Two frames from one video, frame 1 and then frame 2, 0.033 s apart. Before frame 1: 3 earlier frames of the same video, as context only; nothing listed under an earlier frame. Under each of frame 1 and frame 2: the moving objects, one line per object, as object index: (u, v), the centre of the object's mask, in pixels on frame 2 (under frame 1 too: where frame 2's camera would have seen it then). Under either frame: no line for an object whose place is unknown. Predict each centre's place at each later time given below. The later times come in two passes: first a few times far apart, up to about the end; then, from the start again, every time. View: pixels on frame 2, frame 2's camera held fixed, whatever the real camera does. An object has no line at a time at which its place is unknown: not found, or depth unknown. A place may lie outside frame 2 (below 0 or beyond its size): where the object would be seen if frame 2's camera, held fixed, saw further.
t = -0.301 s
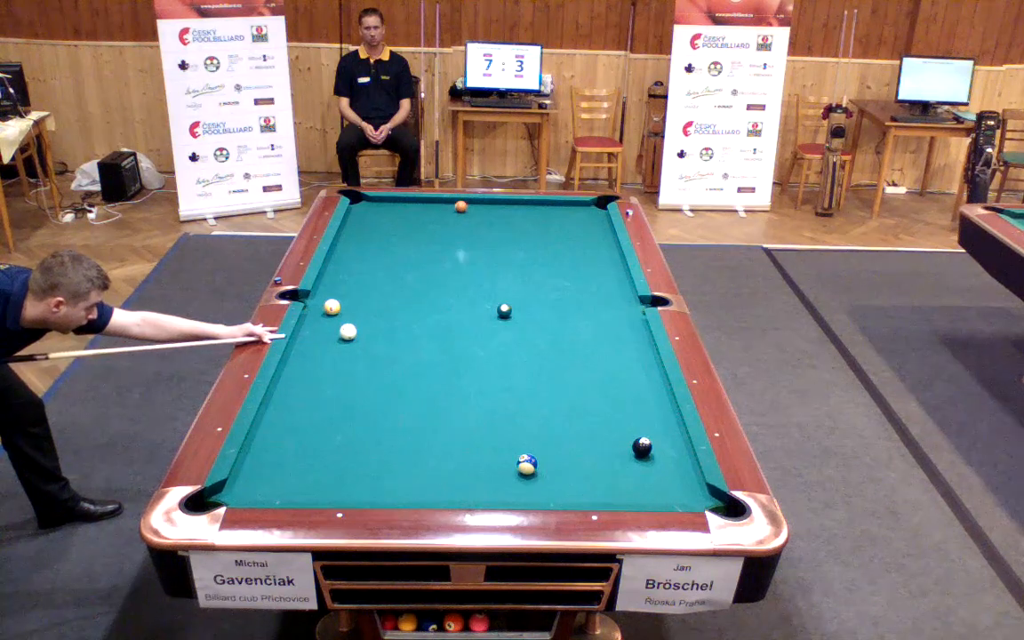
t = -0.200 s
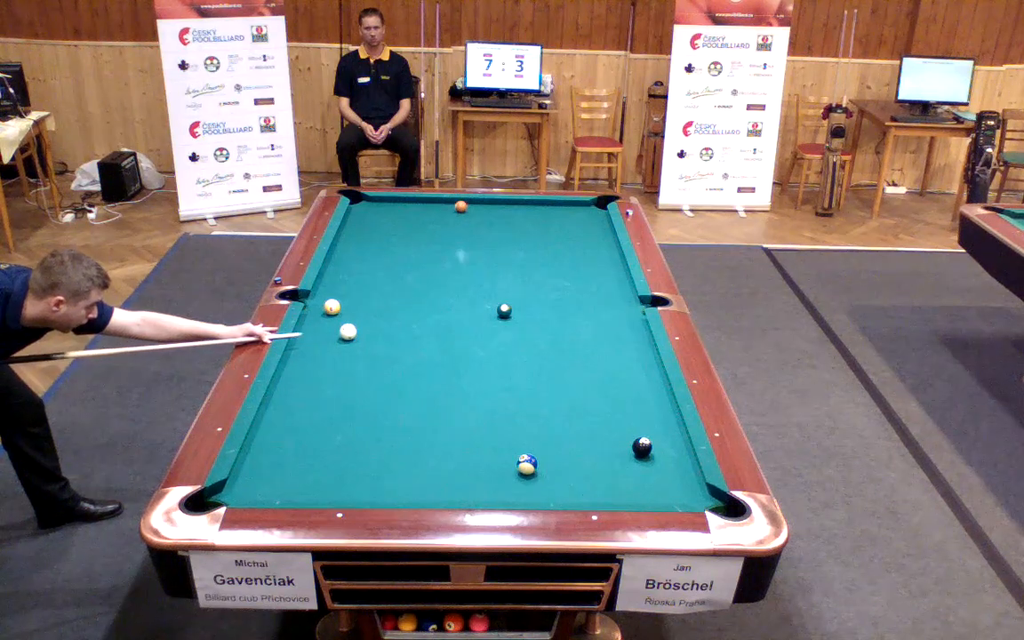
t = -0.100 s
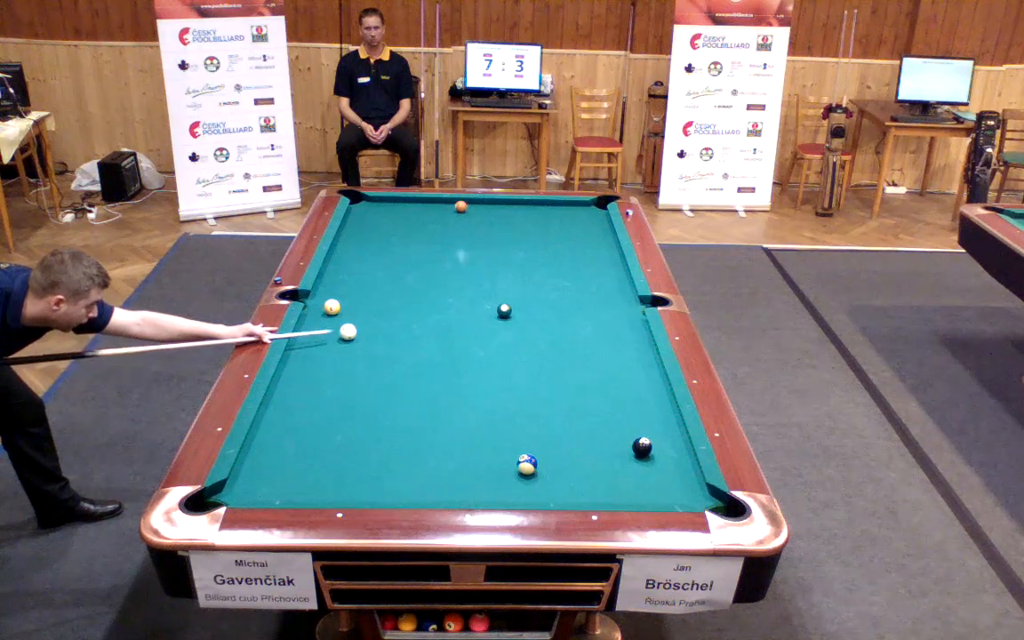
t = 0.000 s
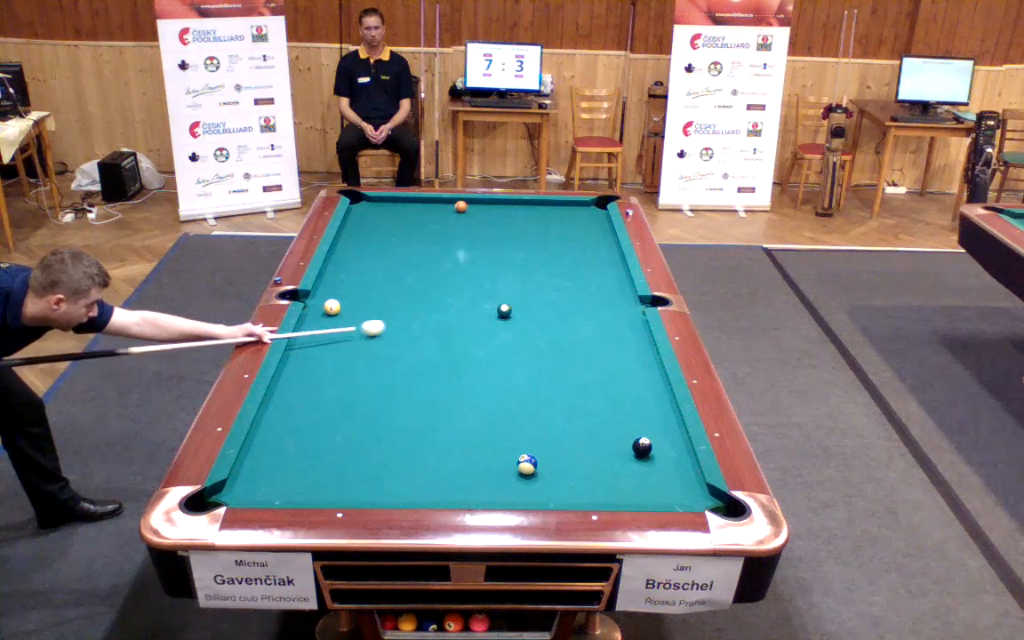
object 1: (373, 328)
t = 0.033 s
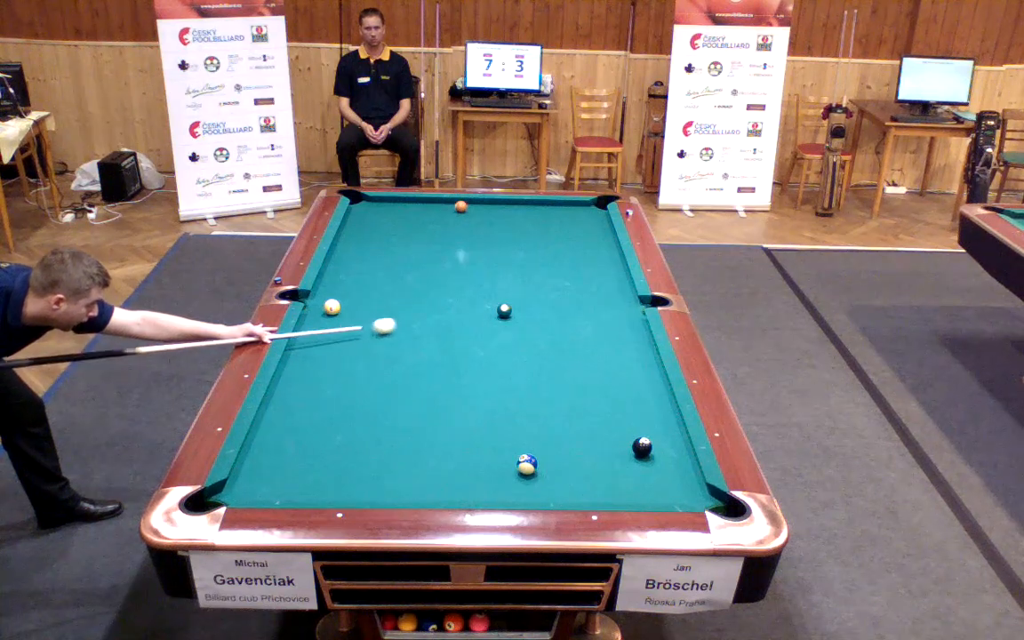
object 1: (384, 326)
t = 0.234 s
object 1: (447, 317)
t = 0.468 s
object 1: (491, 307)
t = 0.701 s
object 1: (505, 300)
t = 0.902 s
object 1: (517, 294)
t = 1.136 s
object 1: (530, 287)
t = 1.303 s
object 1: (539, 283)
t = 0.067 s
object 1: (395, 324)
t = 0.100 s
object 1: (406, 323)
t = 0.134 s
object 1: (416, 321)
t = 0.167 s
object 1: (427, 319)
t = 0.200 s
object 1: (437, 318)
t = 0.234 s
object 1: (447, 317)
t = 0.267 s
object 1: (457, 315)
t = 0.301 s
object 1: (467, 313)
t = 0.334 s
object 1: (477, 312)
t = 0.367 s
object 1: (486, 310)
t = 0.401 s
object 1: (489, 309)
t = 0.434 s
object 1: (490, 308)
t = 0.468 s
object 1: (491, 307)
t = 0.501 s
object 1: (492, 306)
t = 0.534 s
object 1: (495, 305)
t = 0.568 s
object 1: (497, 304)
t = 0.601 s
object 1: (499, 303)
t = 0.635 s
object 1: (501, 301)
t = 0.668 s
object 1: (503, 301)
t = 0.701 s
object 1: (505, 300)
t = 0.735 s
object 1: (507, 299)
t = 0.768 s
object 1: (509, 297)
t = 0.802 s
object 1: (511, 296)
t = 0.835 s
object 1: (513, 295)
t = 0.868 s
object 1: (515, 294)
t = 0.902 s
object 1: (517, 294)
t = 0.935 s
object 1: (519, 293)
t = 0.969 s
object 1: (521, 292)
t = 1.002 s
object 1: (523, 291)
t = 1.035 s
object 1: (524, 290)
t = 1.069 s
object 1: (526, 289)
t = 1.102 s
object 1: (528, 288)
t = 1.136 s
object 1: (530, 287)
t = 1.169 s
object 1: (532, 286)
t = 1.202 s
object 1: (534, 285)
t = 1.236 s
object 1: (535, 284)
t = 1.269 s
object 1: (537, 283)
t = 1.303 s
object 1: (539, 283)
